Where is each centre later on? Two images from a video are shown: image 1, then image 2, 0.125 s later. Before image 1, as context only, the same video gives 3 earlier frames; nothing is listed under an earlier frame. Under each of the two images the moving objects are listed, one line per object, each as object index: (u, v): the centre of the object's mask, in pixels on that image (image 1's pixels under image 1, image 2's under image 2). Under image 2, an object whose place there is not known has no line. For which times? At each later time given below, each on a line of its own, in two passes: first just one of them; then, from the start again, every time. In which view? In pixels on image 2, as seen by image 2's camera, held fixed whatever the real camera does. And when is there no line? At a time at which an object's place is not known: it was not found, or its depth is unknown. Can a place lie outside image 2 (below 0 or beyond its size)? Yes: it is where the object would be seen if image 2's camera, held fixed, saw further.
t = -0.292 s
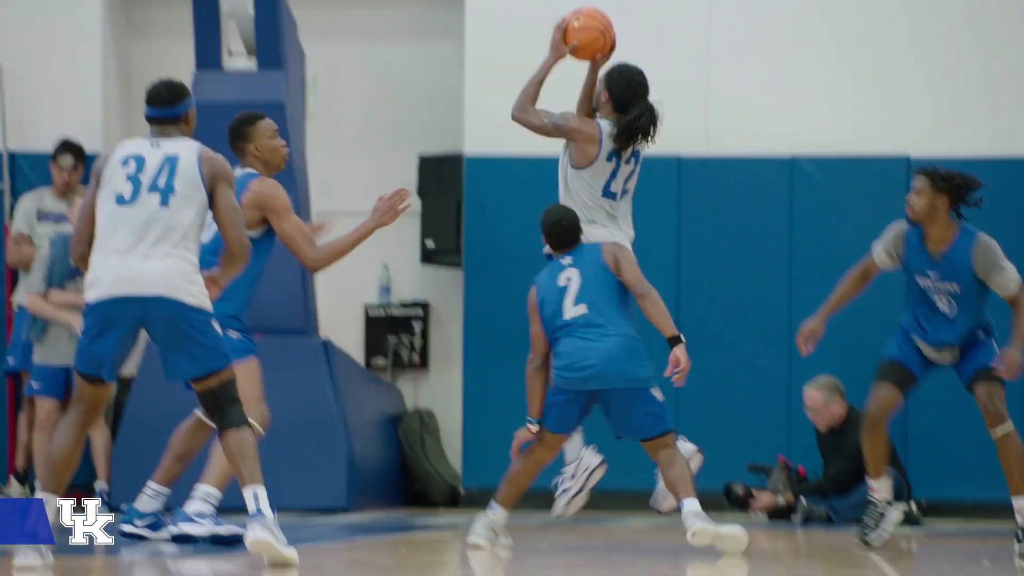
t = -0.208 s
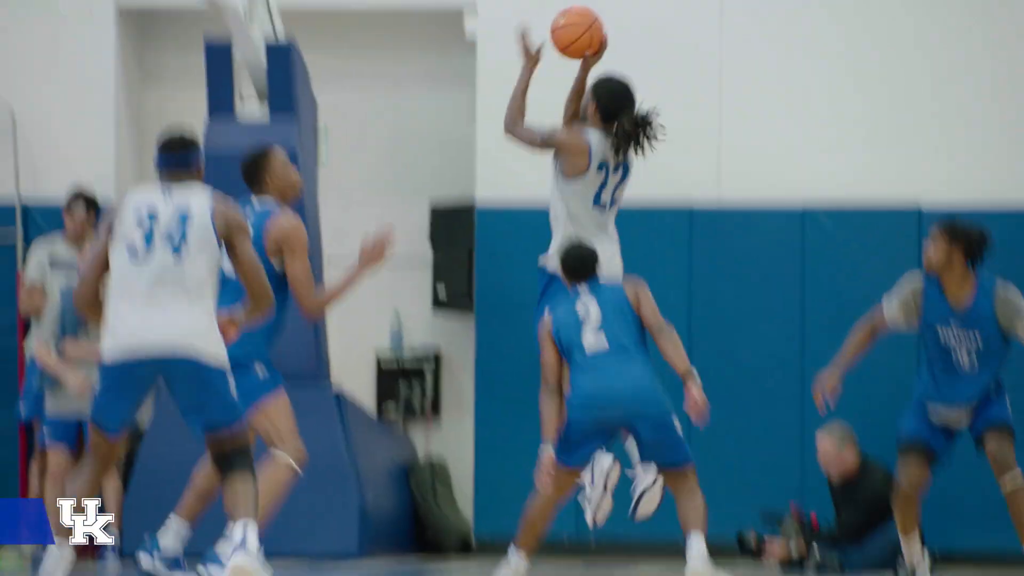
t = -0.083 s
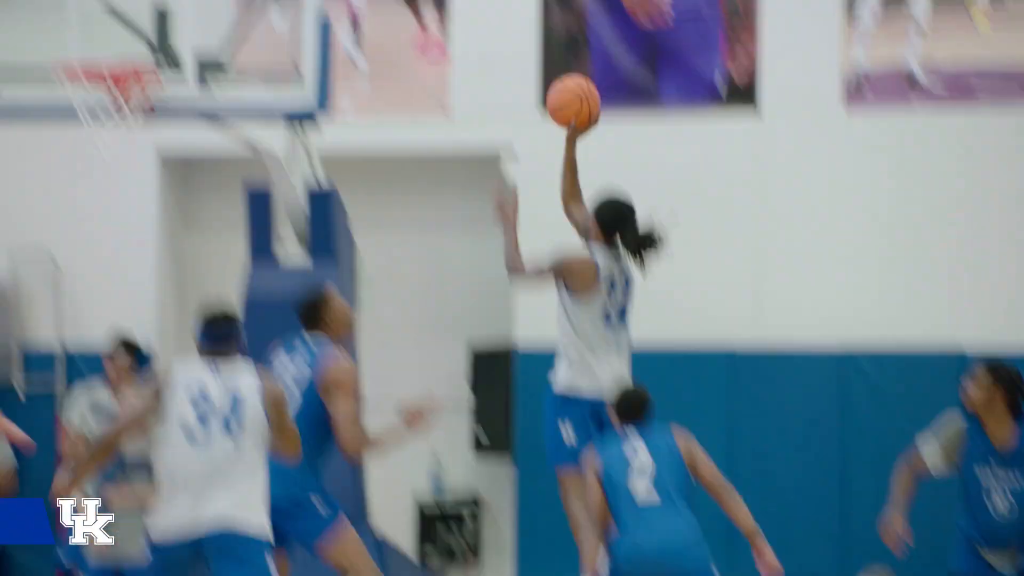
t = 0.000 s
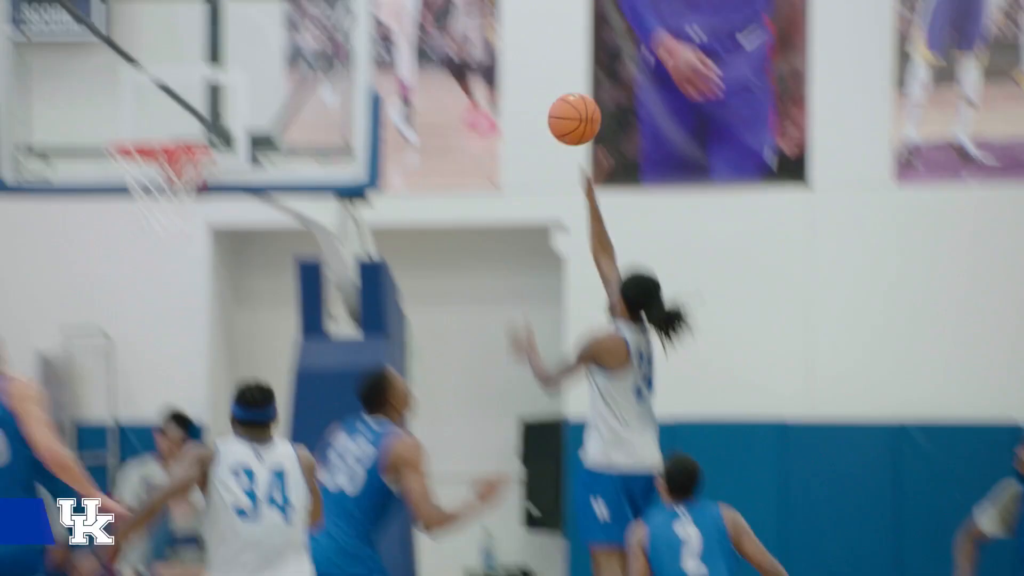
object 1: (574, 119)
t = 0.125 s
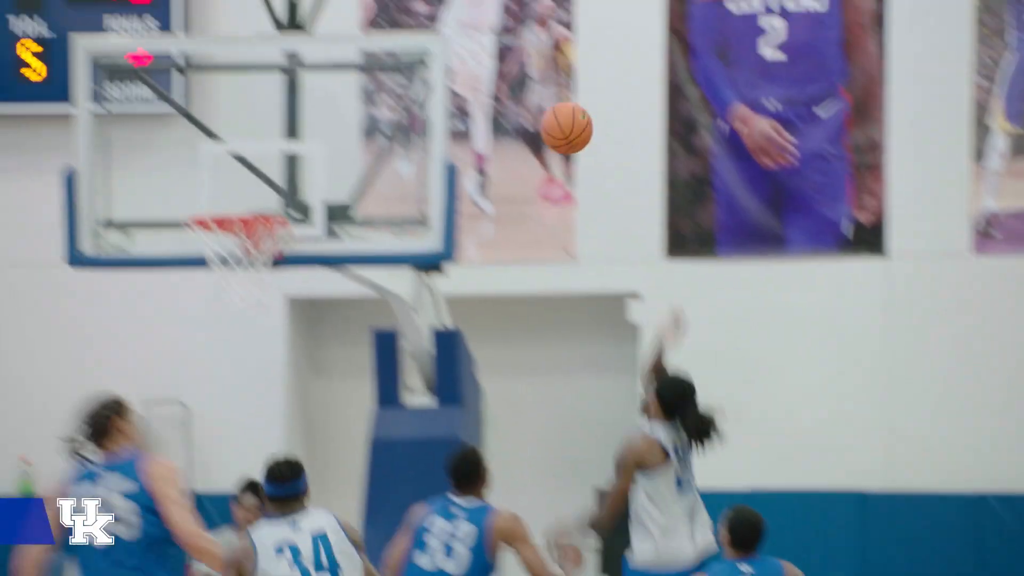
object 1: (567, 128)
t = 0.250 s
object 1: (488, 106)
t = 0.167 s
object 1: (540, 118)
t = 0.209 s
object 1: (514, 109)
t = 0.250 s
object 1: (488, 106)
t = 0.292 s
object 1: (462, 106)
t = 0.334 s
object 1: (436, 108)
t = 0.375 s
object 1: (411, 113)
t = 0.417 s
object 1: (387, 122)
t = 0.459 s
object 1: (362, 135)
